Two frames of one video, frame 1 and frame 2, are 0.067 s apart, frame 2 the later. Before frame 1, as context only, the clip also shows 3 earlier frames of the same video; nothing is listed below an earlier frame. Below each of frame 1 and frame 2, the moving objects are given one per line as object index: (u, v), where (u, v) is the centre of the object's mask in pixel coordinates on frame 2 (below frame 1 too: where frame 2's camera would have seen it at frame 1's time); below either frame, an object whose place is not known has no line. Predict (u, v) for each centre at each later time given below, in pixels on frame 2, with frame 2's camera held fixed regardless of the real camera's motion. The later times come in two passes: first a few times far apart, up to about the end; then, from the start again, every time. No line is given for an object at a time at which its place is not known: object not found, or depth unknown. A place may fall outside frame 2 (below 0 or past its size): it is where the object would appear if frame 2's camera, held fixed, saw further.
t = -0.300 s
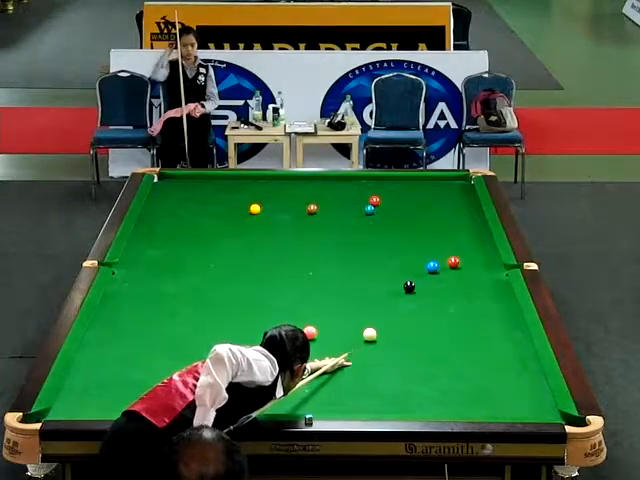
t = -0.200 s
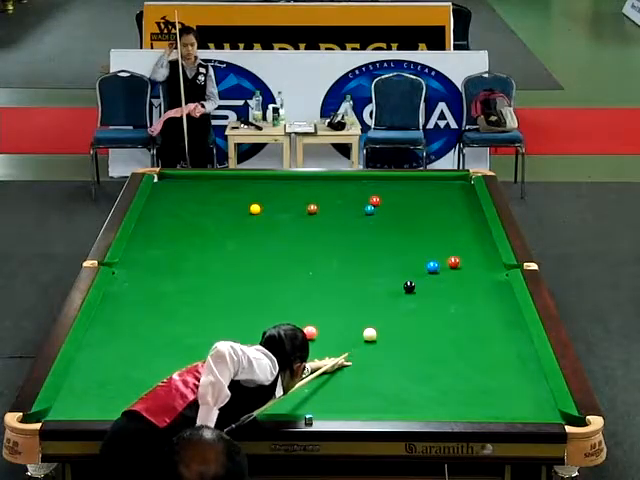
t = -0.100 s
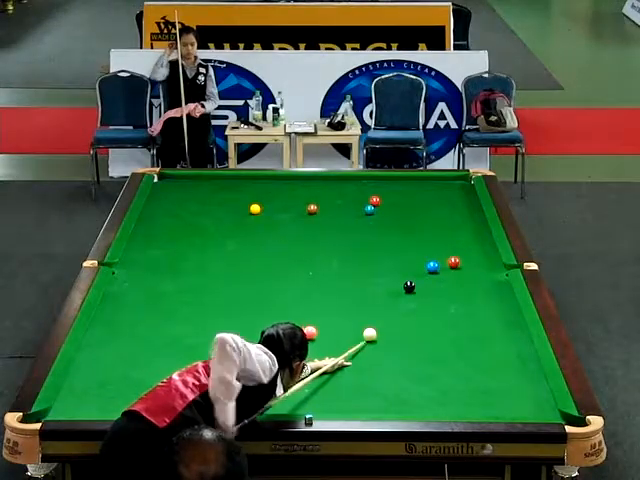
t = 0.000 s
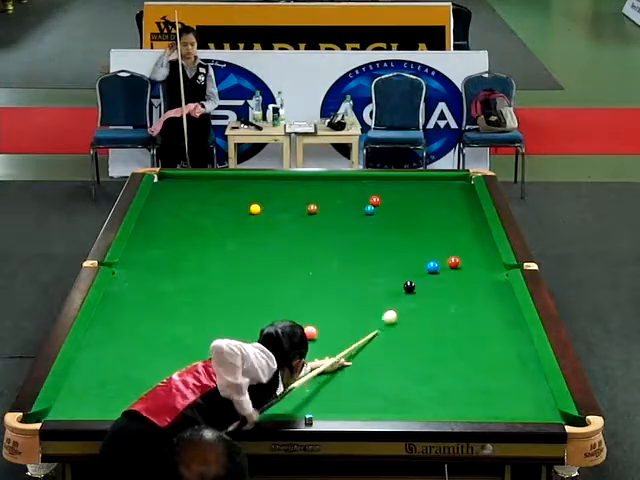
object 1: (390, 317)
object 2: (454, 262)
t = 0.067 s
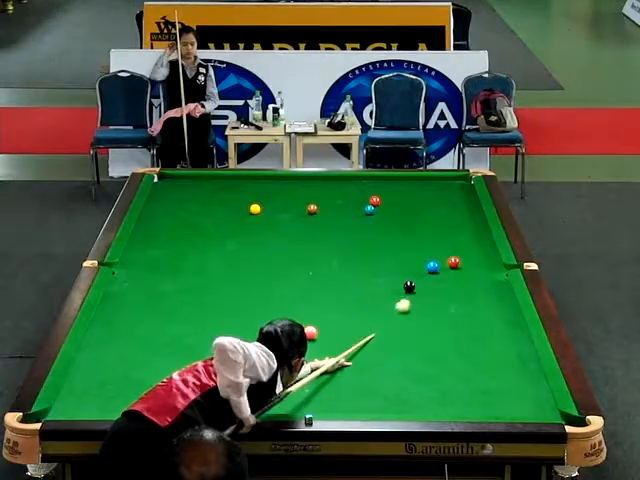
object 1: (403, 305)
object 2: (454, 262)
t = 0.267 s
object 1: (436, 277)
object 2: (454, 262)
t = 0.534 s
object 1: (451, 266)
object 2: (467, 249)
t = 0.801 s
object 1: (452, 267)
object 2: (485, 231)
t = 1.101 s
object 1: (454, 268)
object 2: (467, 215)
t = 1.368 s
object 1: (455, 268)
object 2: (453, 203)
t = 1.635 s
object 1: (454, 268)
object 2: (439, 191)
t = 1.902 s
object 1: (455, 268)
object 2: (427, 181)
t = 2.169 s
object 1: (455, 268)
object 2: (418, 182)
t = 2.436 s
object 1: (455, 268)
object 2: (411, 188)
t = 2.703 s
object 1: (455, 268)
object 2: (405, 194)
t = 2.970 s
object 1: (455, 268)
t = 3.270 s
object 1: (455, 268)
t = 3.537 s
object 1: (455, 268)
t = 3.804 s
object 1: (455, 268)
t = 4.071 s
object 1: (455, 268)
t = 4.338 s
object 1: (455, 268)
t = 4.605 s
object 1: (455, 268)
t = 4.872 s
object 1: (455, 268)
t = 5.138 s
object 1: (455, 268)
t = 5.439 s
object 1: (455, 268)
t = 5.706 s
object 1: (455, 268)
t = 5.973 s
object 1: (455, 268)
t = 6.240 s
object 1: (455, 268)
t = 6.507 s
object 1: (455, 268)
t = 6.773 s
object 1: (455, 268)
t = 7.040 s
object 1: (455, 268)
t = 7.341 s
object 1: (455, 268)
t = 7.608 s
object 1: (455, 268)
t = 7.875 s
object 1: (455, 268)
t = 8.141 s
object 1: (455, 268)
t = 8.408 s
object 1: (455, 268)
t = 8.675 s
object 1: (455, 268)
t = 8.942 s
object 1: (454, 268)
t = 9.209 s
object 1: (455, 268)
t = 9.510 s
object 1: (455, 268)
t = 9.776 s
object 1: (455, 268)
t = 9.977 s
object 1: (455, 268)
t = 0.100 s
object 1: (409, 300)
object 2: (454, 262)
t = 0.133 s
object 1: (415, 295)
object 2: (454, 262)
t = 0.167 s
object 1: (421, 290)
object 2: (454, 262)
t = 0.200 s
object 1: (426, 286)
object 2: (454, 262)
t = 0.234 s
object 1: (431, 281)
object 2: (454, 262)
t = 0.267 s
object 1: (436, 277)
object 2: (454, 262)
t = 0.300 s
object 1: (440, 274)
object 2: (454, 262)
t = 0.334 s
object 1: (445, 270)
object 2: (454, 262)
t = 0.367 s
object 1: (449, 267)
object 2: (456, 261)
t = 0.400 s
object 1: (450, 265)
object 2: (457, 260)
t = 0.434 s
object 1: (451, 266)
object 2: (459, 257)
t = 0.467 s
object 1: (451, 266)
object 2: (462, 254)
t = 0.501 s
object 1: (451, 266)
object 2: (464, 252)
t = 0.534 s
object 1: (451, 266)
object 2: (467, 249)
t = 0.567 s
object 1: (451, 266)
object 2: (469, 246)
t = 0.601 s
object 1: (452, 266)
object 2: (471, 244)
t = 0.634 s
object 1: (452, 266)
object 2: (474, 242)
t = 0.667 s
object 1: (452, 267)
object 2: (476, 240)
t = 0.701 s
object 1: (452, 267)
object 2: (478, 238)
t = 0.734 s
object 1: (452, 267)
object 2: (481, 236)
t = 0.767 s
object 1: (452, 267)
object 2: (482, 233)
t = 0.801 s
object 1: (452, 267)
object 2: (485, 231)
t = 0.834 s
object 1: (453, 267)
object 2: (484, 229)
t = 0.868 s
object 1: (453, 267)
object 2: (482, 228)
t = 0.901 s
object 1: (453, 267)
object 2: (479, 226)
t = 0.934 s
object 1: (453, 267)
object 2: (478, 224)
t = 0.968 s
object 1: (453, 267)
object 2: (475, 222)
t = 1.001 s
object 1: (453, 268)
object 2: (473, 221)
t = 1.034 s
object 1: (453, 268)
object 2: (471, 219)
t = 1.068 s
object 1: (454, 268)
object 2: (469, 217)
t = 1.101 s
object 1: (454, 268)
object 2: (467, 215)
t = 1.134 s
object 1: (454, 268)
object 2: (465, 214)
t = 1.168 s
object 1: (454, 268)
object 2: (463, 213)
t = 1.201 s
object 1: (454, 268)
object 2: (461, 211)
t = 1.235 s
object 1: (454, 268)
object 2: (460, 209)
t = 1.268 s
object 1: (454, 268)
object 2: (458, 207)
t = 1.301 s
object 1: (454, 268)
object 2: (456, 206)
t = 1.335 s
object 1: (454, 268)
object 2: (454, 205)
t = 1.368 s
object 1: (455, 268)
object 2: (453, 203)
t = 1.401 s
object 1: (454, 268)
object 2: (452, 201)
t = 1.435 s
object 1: (454, 268)
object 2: (449, 200)
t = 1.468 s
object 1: (455, 268)
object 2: (448, 198)
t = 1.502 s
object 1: (455, 268)
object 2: (446, 197)
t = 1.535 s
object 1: (454, 268)
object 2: (444, 196)
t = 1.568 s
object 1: (455, 268)
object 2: (442, 195)
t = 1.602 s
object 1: (454, 268)
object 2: (440, 193)
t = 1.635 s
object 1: (454, 268)
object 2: (439, 191)
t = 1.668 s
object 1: (455, 268)
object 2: (437, 190)
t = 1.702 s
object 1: (454, 268)
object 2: (436, 189)
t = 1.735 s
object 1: (454, 268)
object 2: (435, 187)
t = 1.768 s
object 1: (454, 268)
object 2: (434, 187)
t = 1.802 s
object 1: (454, 268)
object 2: (431, 185)
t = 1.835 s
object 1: (455, 268)
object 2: (430, 184)
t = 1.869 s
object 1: (455, 268)
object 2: (428, 182)
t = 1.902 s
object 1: (455, 268)
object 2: (427, 181)
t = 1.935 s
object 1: (455, 268)
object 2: (425, 180)
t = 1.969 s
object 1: (455, 268)
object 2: (424, 179)
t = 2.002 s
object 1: (455, 268)
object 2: (423, 179)
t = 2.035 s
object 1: (455, 268)
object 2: (422, 179)
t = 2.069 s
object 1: (455, 268)
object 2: (422, 179)
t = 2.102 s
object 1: (455, 268)
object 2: (420, 181)
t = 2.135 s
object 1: (455, 268)
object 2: (420, 181)
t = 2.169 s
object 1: (455, 268)
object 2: (418, 182)
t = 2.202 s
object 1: (455, 268)
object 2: (417, 183)
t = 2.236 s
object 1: (455, 268)
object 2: (417, 183)
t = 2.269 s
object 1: (455, 268)
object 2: (416, 184)
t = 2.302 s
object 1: (454, 268)
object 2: (414, 185)
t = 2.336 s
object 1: (455, 268)
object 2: (414, 186)
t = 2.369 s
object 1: (455, 268)
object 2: (414, 186)
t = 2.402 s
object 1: (455, 268)
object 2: (413, 187)
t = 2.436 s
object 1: (455, 268)
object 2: (411, 188)
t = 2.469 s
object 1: (455, 268)
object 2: (411, 188)
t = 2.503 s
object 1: (455, 268)
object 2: (411, 189)
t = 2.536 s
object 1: (455, 268)
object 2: (409, 191)
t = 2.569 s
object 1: (455, 268)
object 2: (409, 191)
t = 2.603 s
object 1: (455, 268)
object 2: (408, 191)
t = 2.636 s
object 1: (455, 268)
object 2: (407, 192)
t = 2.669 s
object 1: (455, 268)
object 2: (406, 193)
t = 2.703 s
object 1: (455, 268)
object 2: (405, 194)
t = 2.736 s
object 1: (455, 268)
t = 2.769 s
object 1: (455, 268)
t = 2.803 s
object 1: (455, 268)
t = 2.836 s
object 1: (455, 268)
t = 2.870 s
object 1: (455, 268)
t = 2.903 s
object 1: (455, 268)
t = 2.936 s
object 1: (455, 268)
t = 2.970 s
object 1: (455, 268)
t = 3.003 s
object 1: (455, 268)
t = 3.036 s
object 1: (455, 268)
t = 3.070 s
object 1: (455, 268)
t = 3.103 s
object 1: (455, 268)
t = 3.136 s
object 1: (455, 268)
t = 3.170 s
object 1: (455, 268)
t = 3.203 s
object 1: (455, 268)
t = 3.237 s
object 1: (455, 268)
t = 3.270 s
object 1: (455, 268)
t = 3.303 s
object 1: (455, 268)
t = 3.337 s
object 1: (455, 268)
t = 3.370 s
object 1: (455, 268)
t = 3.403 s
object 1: (455, 268)
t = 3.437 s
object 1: (455, 268)
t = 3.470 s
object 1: (455, 268)
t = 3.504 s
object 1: (455, 268)
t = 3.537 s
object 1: (455, 268)
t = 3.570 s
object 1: (455, 268)
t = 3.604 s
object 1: (455, 268)
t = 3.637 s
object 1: (455, 268)
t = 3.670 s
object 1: (455, 268)
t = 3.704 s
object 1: (455, 268)
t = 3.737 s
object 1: (455, 268)
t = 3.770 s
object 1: (455, 268)
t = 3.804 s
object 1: (455, 268)
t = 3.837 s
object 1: (455, 268)
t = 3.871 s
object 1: (455, 268)
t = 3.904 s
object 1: (455, 268)
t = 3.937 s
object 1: (455, 268)
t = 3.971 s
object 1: (455, 268)
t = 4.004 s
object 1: (455, 268)
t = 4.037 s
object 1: (455, 268)
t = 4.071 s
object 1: (455, 268)
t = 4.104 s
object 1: (455, 268)
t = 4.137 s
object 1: (455, 268)
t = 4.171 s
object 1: (455, 268)
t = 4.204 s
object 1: (455, 268)
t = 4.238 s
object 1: (455, 268)
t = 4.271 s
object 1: (455, 268)
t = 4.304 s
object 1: (455, 268)
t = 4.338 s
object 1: (455, 268)
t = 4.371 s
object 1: (455, 268)
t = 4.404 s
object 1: (455, 268)
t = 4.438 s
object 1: (455, 268)
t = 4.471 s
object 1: (455, 268)
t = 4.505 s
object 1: (455, 268)
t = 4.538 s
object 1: (455, 268)
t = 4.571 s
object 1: (455, 268)
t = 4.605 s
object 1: (455, 268)
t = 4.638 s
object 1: (455, 268)
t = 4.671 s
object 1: (454, 268)
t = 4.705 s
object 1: (454, 268)
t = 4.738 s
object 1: (455, 268)
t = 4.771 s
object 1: (455, 268)
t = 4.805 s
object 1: (455, 268)
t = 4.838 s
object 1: (455, 268)
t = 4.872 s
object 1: (455, 268)
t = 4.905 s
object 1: (455, 268)
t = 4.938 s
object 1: (455, 268)
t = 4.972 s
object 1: (455, 268)
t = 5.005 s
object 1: (455, 268)
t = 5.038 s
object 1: (455, 268)
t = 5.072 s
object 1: (455, 268)
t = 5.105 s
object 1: (455, 268)
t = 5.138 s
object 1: (455, 268)
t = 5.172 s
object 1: (455, 268)
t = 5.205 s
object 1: (455, 268)
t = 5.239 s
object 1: (455, 268)
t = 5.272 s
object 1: (455, 268)
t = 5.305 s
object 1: (455, 268)
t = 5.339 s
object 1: (455, 268)
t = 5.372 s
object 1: (455, 268)
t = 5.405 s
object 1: (455, 268)
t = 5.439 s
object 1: (455, 268)
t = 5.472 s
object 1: (455, 268)
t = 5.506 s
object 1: (455, 268)
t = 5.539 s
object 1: (455, 268)
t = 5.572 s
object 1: (455, 268)
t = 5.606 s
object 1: (455, 268)
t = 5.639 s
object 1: (455, 268)
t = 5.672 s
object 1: (455, 268)
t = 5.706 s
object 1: (455, 268)
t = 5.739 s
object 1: (455, 268)
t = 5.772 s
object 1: (455, 268)
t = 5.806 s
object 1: (455, 268)
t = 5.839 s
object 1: (455, 268)
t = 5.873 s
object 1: (455, 268)
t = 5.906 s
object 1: (455, 268)
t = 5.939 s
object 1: (455, 268)
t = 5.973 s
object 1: (455, 268)
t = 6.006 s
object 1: (455, 268)
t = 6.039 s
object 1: (455, 268)
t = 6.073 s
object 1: (455, 268)
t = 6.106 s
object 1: (455, 268)
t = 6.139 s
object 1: (455, 268)
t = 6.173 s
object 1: (455, 268)
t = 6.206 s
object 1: (455, 268)
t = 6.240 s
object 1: (455, 268)
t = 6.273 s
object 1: (455, 268)
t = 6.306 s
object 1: (455, 268)
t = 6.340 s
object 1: (455, 268)
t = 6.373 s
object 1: (455, 268)
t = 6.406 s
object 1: (455, 268)
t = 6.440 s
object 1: (455, 268)
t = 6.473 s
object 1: (455, 268)
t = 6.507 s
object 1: (455, 268)
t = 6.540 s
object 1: (455, 268)
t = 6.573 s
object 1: (455, 268)
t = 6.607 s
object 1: (455, 268)
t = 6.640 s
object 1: (455, 268)
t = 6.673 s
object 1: (455, 268)
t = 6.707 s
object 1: (455, 268)
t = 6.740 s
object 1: (455, 268)
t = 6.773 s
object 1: (455, 268)
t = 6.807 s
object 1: (455, 268)
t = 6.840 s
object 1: (455, 268)
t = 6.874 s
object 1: (455, 268)
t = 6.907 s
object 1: (455, 268)
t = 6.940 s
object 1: (455, 268)
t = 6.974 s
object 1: (455, 268)
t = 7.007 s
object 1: (455, 268)
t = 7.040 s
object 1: (455, 268)
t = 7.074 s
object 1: (455, 268)
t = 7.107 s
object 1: (455, 268)
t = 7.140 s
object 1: (455, 268)
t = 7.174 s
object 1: (455, 268)
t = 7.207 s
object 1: (455, 268)
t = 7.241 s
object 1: (455, 268)
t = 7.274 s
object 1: (455, 268)
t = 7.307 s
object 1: (455, 268)
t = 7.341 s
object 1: (455, 268)
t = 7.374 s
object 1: (455, 268)
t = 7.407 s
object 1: (455, 268)
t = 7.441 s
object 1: (455, 268)
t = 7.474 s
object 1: (455, 268)
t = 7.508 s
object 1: (455, 268)
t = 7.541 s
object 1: (455, 268)
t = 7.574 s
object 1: (455, 268)
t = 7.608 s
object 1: (455, 268)
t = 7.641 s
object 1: (455, 268)
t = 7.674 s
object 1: (455, 268)
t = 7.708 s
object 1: (455, 268)
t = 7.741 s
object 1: (455, 268)
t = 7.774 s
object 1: (455, 268)
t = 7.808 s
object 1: (455, 268)
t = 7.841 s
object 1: (455, 268)
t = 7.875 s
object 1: (455, 268)
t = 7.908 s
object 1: (455, 268)
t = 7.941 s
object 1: (455, 268)
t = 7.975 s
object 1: (455, 268)
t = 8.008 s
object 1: (455, 268)
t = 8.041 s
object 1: (455, 268)
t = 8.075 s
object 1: (455, 268)
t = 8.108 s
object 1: (455, 268)
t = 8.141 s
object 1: (455, 268)
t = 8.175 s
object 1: (455, 268)
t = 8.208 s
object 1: (455, 268)
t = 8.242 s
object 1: (455, 268)
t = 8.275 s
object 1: (455, 268)
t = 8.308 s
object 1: (455, 268)
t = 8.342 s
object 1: (455, 268)
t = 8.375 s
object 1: (455, 268)
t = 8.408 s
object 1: (455, 268)
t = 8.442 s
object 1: (455, 268)
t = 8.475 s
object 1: (455, 268)
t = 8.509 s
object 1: (455, 268)
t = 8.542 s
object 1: (455, 268)
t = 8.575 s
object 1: (455, 268)
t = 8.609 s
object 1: (455, 268)
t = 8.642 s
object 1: (455, 268)
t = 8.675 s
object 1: (455, 268)
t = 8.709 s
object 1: (455, 268)
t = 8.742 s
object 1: (455, 268)
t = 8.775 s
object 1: (455, 268)
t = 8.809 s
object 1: (455, 268)
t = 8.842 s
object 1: (455, 268)
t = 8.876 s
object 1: (454, 268)
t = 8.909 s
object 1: (455, 268)
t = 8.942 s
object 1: (454, 268)
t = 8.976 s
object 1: (455, 268)
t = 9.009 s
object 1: (455, 268)
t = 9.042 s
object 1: (454, 268)
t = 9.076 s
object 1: (455, 268)
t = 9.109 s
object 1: (455, 268)
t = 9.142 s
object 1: (454, 268)
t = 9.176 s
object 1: (454, 268)
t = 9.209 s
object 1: (455, 268)
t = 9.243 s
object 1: (455, 268)
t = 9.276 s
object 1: (455, 268)
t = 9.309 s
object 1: (455, 268)
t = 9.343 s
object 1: (455, 268)
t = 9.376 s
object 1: (455, 268)
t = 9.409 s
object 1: (455, 268)
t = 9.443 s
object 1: (455, 268)
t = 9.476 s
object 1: (455, 268)
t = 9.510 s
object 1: (455, 268)
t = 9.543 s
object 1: (455, 268)
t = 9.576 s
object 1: (455, 268)
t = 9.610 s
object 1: (455, 268)
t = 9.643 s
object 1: (455, 268)
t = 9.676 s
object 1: (455, 268)
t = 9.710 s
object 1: (455, 268)
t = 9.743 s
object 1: (455, 268)
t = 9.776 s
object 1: (455, 268)
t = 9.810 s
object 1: (455, 268)
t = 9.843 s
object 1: (455, 268)
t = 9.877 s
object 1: (455, 268)
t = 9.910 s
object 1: (455, 268)
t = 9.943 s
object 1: (455, 268)
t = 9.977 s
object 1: (455, 268)
